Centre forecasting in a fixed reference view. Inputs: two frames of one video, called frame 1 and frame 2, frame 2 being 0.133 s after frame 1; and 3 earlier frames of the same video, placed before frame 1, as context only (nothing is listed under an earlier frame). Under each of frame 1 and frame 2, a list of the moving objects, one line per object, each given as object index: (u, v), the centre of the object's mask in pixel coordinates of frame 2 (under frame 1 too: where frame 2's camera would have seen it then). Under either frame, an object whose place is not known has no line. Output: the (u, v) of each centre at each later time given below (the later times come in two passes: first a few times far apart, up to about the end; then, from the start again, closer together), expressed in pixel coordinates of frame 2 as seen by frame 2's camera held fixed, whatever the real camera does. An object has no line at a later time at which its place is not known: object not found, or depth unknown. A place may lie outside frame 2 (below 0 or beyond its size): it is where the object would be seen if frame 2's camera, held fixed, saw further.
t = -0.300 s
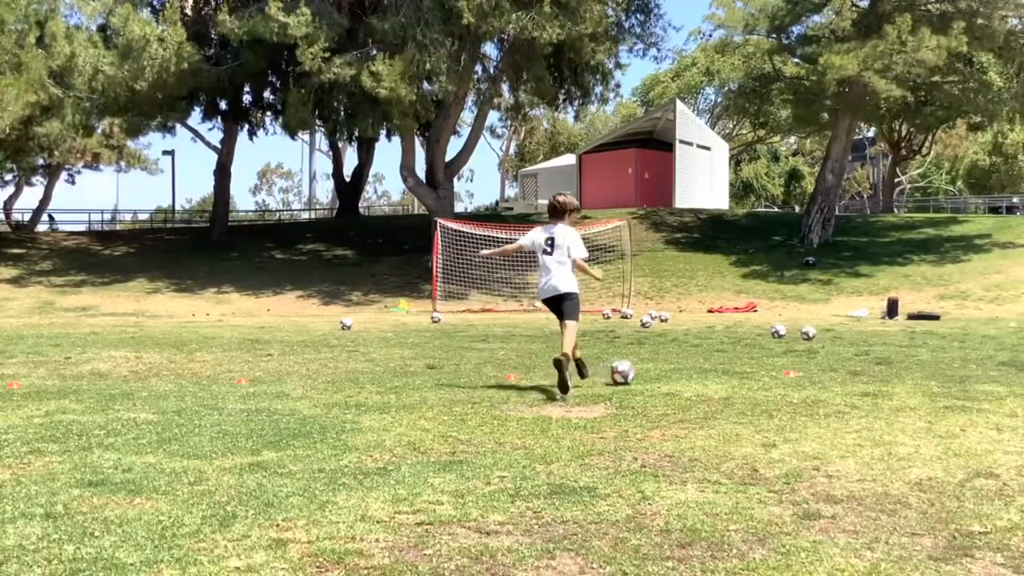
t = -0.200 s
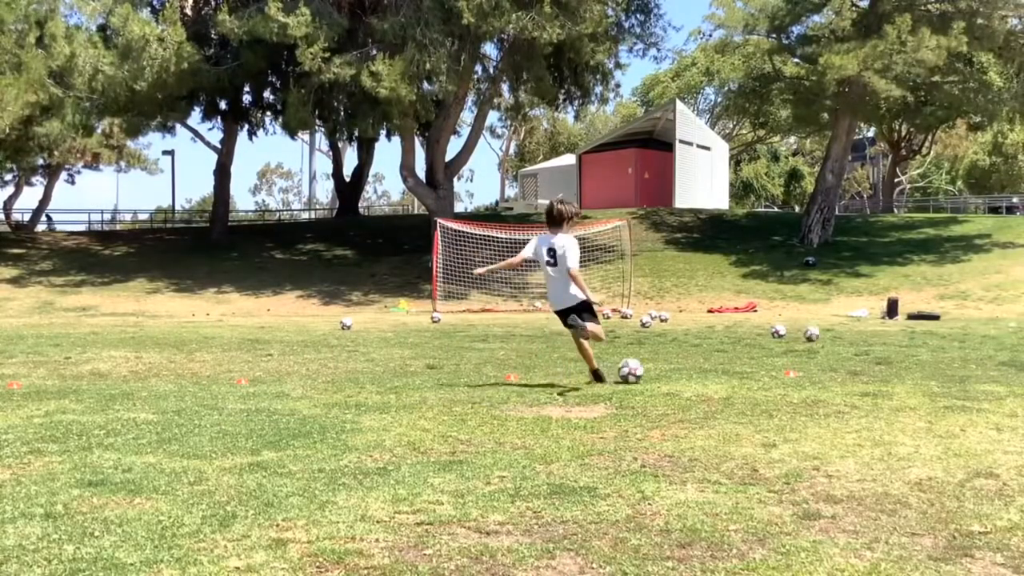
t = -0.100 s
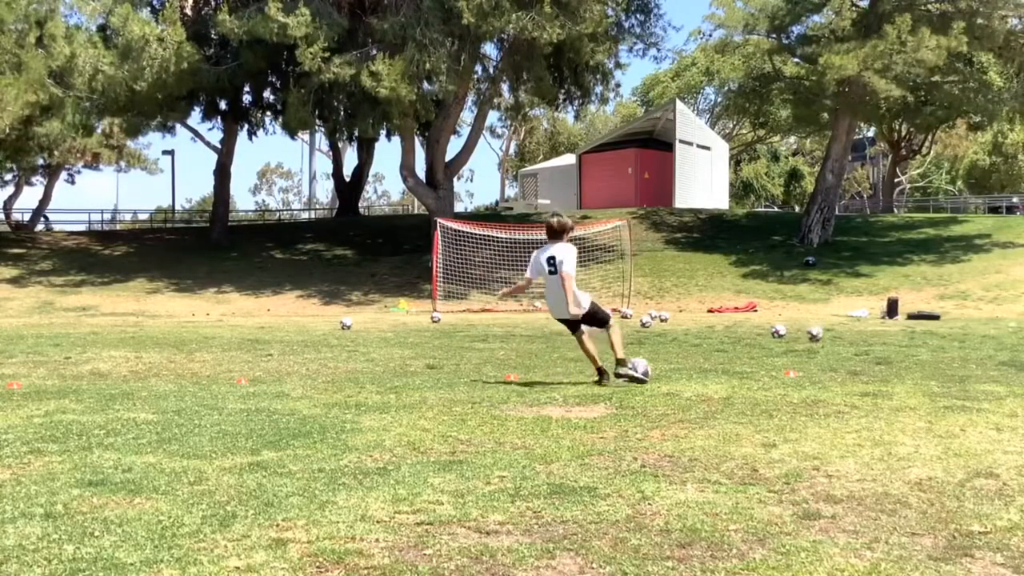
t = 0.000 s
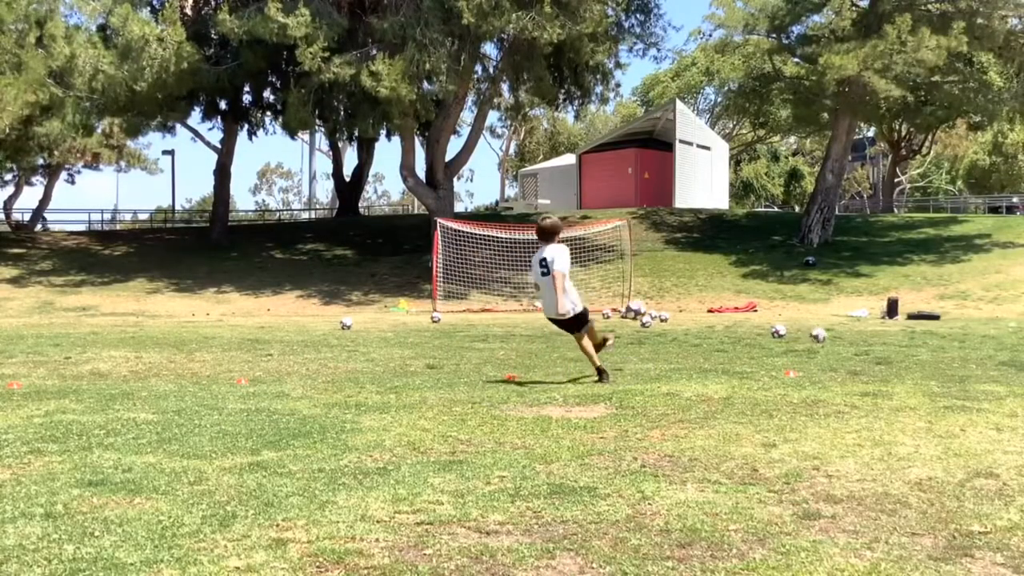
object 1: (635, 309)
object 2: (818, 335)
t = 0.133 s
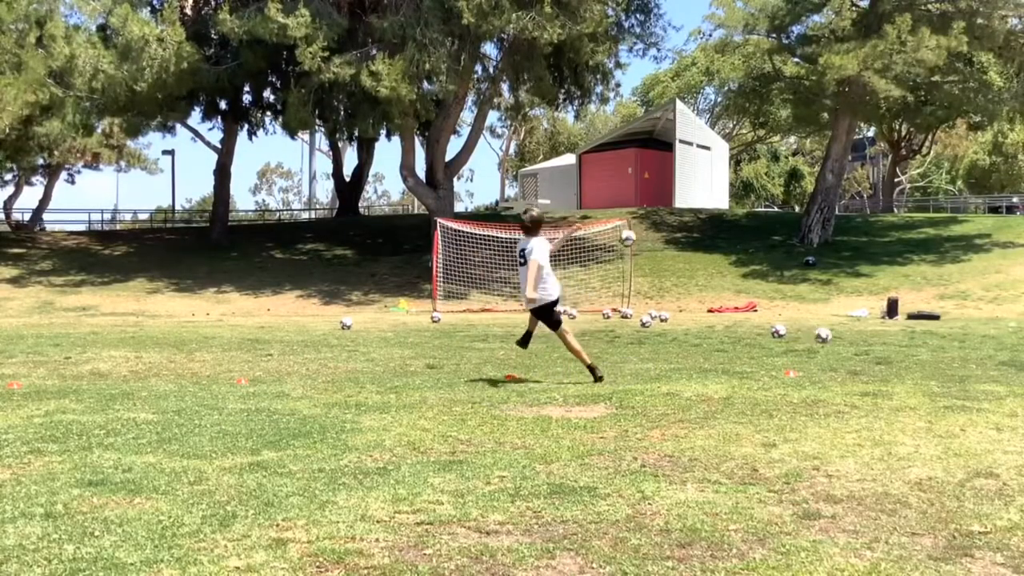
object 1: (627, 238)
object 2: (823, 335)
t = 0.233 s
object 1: (623, 216)
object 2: (826, 335)
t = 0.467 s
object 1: (616, 188)
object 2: (835, 338)
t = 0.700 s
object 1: (611, 202)
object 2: (845, 340)
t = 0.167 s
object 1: (626, 226)
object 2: (824, 335)
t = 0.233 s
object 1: (623, 216)
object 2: (826, 335)
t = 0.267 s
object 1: (621, 208)
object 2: (827, 335)
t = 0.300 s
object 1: (620, 201)
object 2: (827, 335)
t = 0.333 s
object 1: (618, 196)
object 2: (829, 336)
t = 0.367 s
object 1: (618, 193)
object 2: (831, 336)
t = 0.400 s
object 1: (617, 190)
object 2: (832, 336)
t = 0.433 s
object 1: (616, 189)
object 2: (834, 337)
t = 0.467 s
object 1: (616, 188)
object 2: (835, 338)
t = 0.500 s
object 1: (615, 188)
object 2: (836, 337)
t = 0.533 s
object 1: (614, 189)
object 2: (839, 337)
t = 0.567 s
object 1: (613, 191)
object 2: (840, 339)
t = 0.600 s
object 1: (613, 193)
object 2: (841, 339)
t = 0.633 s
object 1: (612, 196)
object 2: (842, 339)
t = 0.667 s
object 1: (611, 199)
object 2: (844, 339)
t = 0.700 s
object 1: (611, 202)
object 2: (845, 340)
